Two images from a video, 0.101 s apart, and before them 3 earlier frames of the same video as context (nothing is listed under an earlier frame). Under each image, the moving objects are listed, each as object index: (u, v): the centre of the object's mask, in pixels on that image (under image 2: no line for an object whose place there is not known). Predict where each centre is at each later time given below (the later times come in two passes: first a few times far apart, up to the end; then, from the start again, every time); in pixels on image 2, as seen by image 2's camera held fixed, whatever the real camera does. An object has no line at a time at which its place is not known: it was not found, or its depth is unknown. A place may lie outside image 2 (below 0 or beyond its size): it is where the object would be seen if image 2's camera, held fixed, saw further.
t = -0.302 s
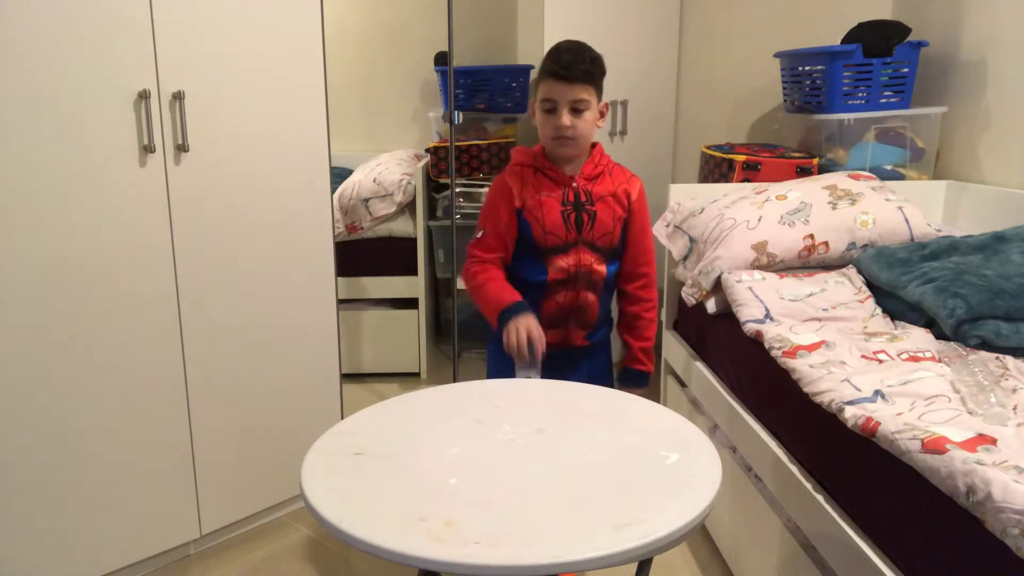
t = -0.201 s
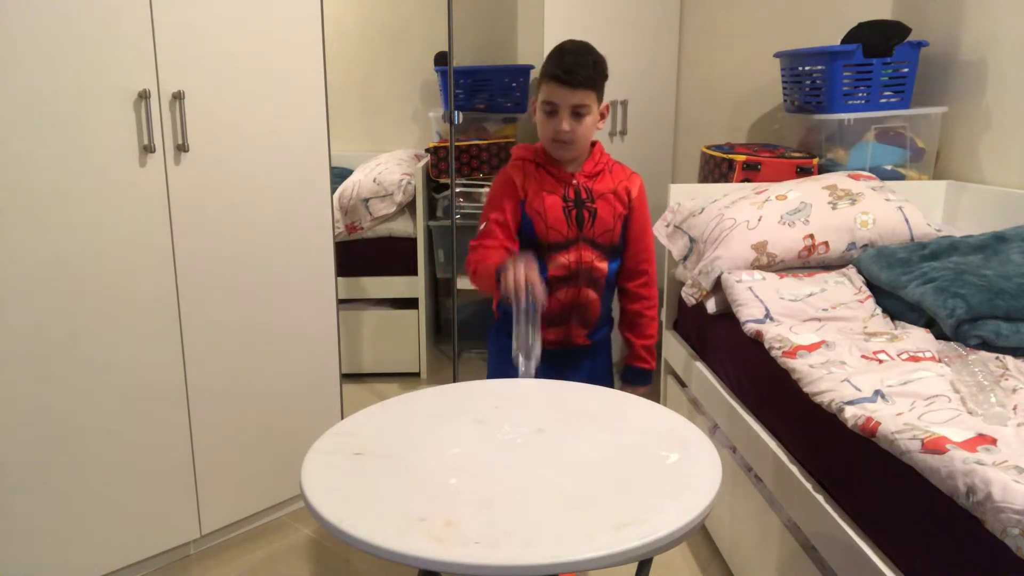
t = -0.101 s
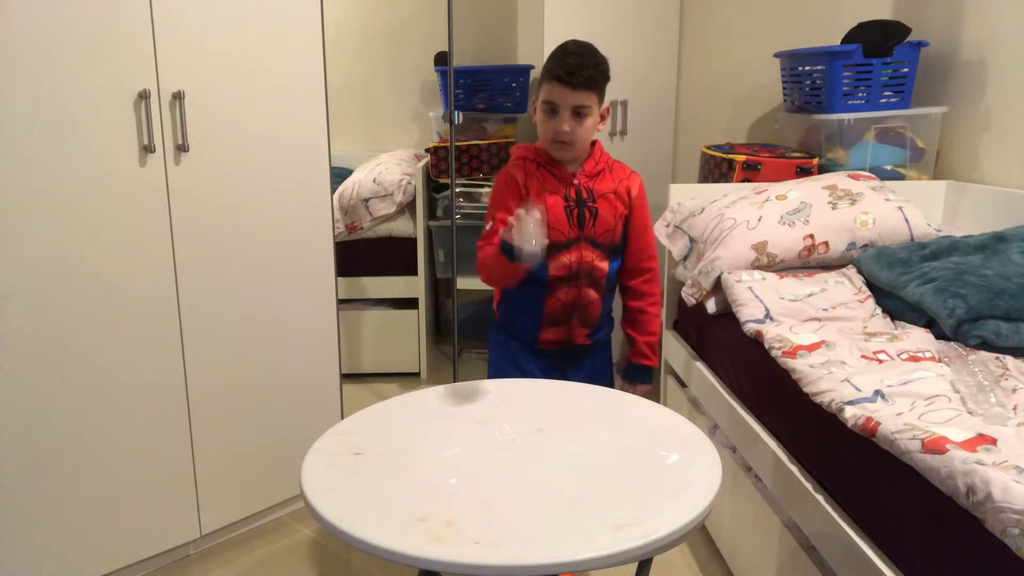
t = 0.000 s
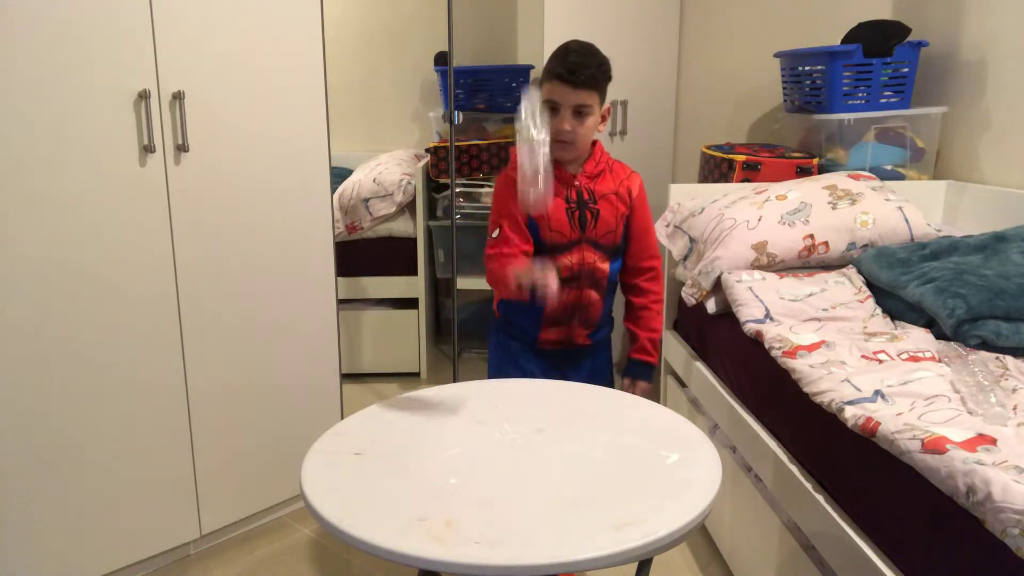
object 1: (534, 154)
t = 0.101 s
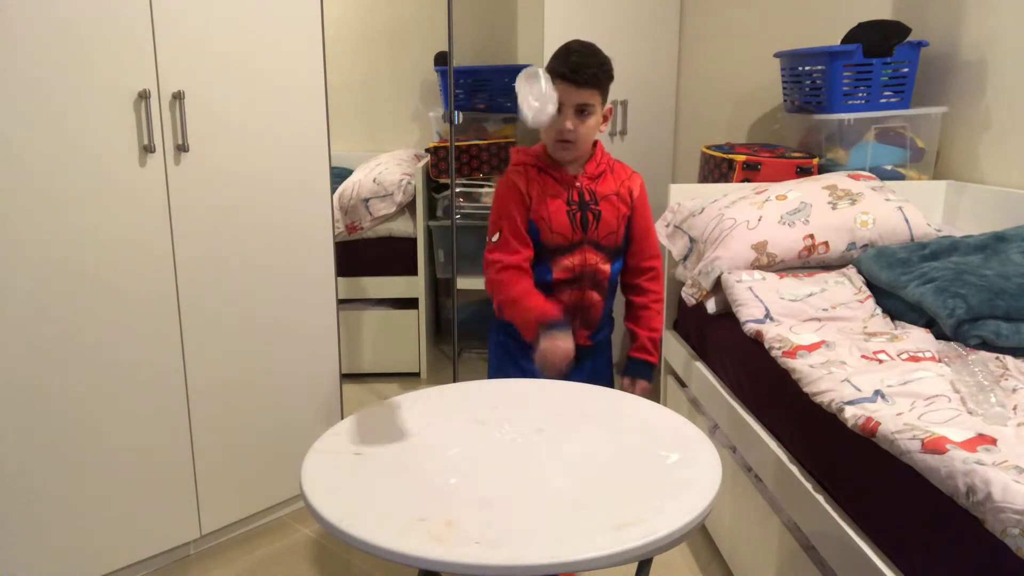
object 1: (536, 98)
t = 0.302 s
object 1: (543, 190)
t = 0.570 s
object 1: (559, 452)
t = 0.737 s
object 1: (557, 464)
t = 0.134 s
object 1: (538, 93)
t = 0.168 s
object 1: (540, 97)
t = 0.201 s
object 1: (540, 109)
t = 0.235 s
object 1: (542, 129)
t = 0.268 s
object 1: (542, 157)
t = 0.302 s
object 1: (543, 190)
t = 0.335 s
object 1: (544, 228)
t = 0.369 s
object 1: (545, 277)
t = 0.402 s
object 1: (545, 327)
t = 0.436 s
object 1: (538, 394)
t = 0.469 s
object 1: (536, 436)
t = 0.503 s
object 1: (549, 440)
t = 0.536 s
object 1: (555, 447)
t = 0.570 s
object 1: (559, 452)
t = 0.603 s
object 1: (562, 456)
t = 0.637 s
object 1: (562, 459)
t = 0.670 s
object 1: (560, 461)
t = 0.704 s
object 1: (558, 463)
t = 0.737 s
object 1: (557, 464)
